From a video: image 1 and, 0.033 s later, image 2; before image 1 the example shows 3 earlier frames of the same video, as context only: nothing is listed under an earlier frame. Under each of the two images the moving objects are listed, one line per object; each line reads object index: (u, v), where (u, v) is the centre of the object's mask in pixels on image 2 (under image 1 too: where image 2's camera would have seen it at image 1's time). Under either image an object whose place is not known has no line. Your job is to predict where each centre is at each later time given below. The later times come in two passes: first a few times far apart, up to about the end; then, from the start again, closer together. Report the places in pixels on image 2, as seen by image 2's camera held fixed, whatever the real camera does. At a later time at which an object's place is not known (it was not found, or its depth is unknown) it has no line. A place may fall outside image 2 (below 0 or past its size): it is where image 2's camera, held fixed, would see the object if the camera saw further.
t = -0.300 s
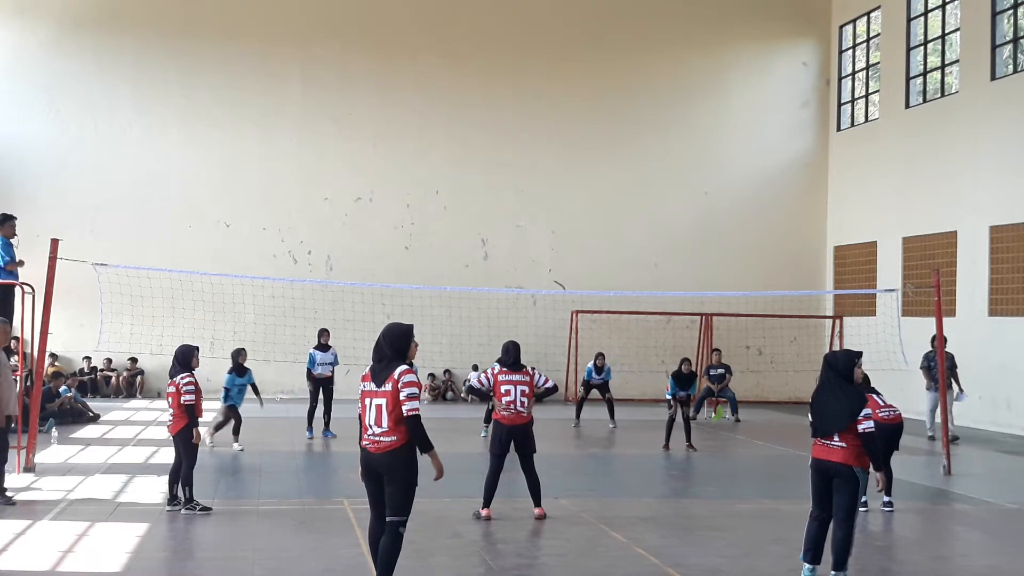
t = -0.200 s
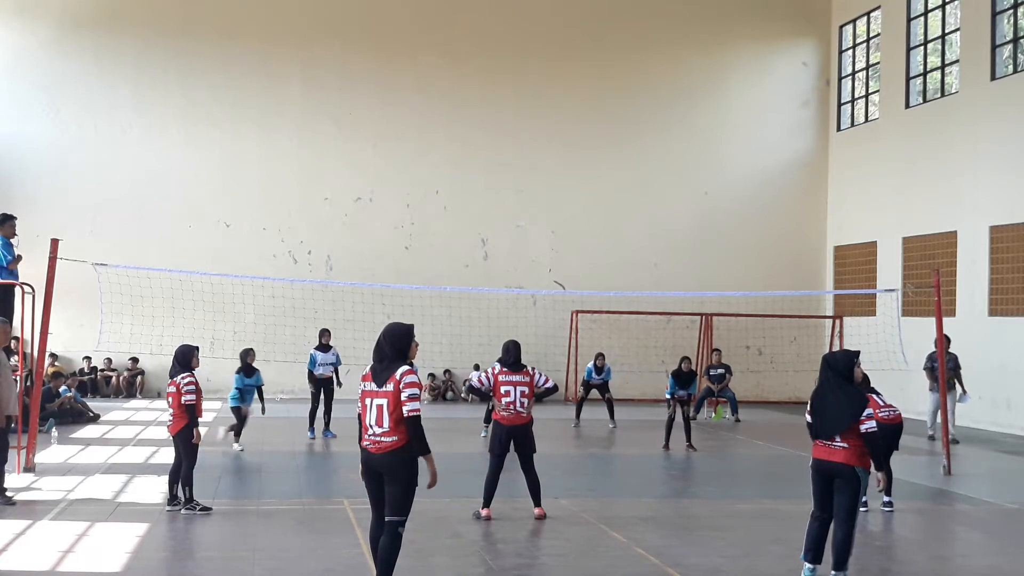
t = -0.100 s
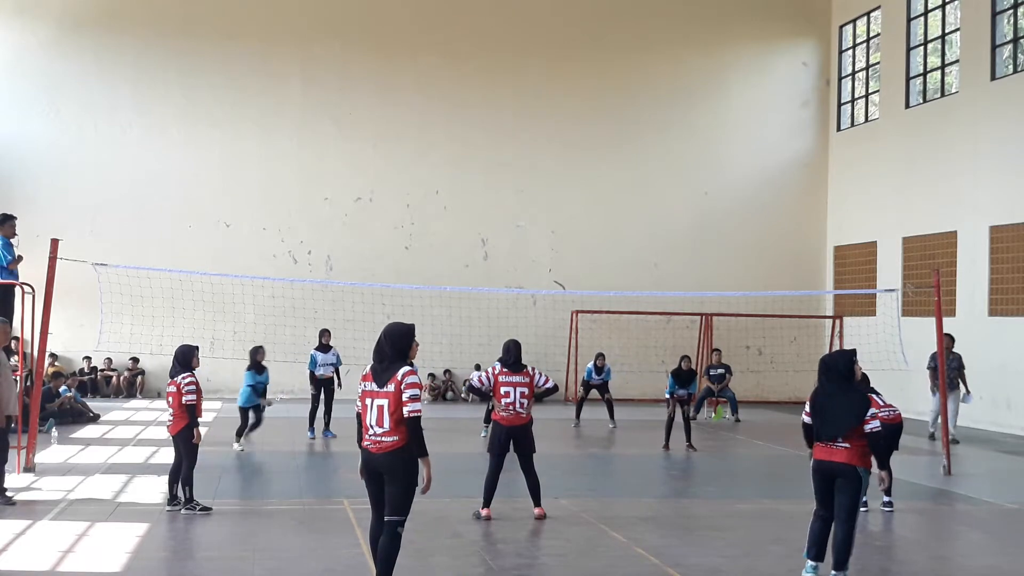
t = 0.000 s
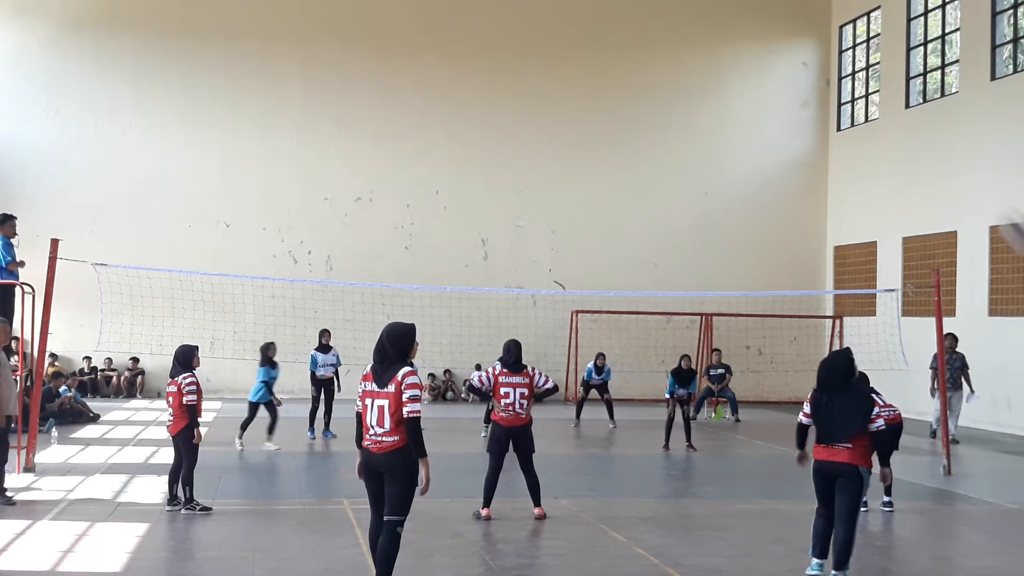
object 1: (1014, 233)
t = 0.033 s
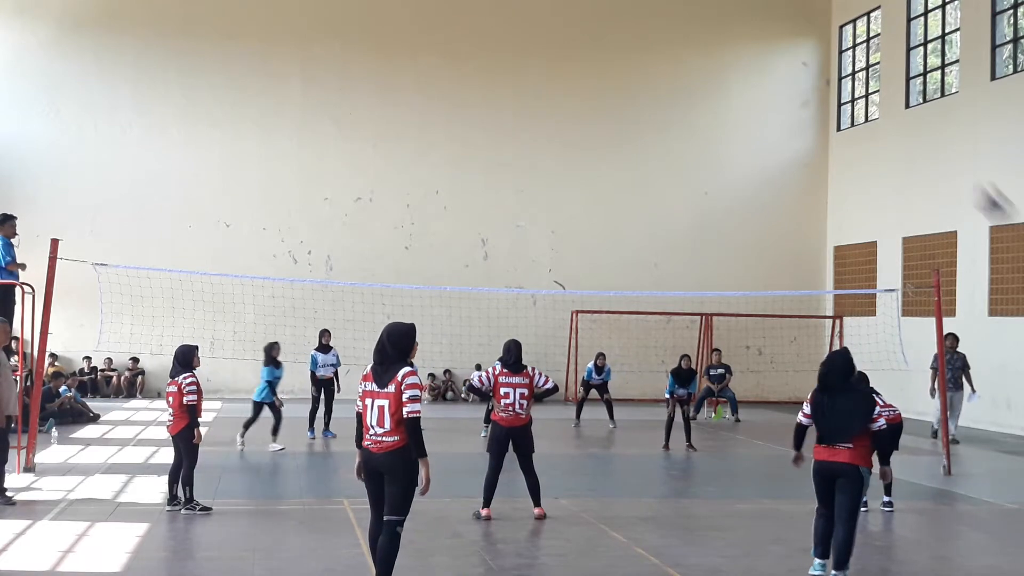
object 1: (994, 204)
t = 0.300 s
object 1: (818, 68)
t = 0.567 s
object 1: (701, 44)
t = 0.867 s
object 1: (610, 105)
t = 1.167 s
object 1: (544, 219)
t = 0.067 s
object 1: (969, 180)
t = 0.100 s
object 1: (944, 157)
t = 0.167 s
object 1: (893, 116)
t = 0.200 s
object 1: (875, 102)
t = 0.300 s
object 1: (818, 68)
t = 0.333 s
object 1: (801, 60)
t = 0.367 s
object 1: (783, 52)
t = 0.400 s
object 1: (769, 48)
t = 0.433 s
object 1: (754, 46)
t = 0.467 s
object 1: (739, 43)
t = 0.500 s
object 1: (726, 42)
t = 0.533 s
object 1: (713, 42)
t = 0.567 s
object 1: (701, 44)
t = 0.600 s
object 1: (689, 47)
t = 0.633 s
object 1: (678, 51)
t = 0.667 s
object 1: (668, 56)
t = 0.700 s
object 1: (657, 62)
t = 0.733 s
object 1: (647, 69)
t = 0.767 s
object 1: (637, 76)
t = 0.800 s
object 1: (628, 84)
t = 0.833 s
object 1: (619, 94)
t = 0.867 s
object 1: (610, 105)
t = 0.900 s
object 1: (601, 115)
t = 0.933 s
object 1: (593, 125)
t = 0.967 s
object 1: (585, 138)
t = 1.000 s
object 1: (579, 149)
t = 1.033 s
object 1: (571, 162)
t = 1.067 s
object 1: (564, 175)
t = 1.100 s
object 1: (557, 188)
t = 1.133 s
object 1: (551, 204)
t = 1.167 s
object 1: (544, 219)
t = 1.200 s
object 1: (537, 234)
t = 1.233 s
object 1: (532, 250)
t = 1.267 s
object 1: (526, 266)
